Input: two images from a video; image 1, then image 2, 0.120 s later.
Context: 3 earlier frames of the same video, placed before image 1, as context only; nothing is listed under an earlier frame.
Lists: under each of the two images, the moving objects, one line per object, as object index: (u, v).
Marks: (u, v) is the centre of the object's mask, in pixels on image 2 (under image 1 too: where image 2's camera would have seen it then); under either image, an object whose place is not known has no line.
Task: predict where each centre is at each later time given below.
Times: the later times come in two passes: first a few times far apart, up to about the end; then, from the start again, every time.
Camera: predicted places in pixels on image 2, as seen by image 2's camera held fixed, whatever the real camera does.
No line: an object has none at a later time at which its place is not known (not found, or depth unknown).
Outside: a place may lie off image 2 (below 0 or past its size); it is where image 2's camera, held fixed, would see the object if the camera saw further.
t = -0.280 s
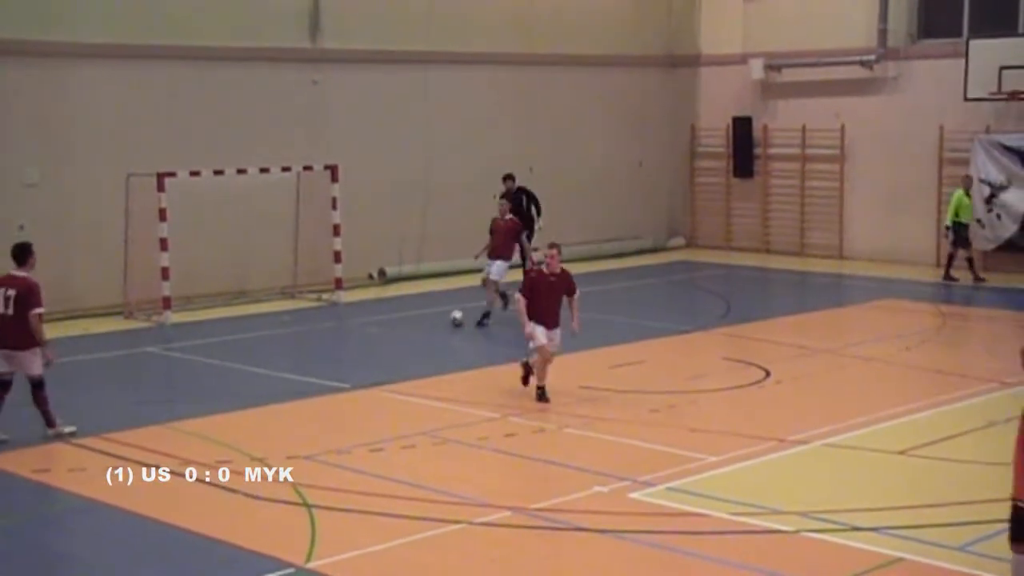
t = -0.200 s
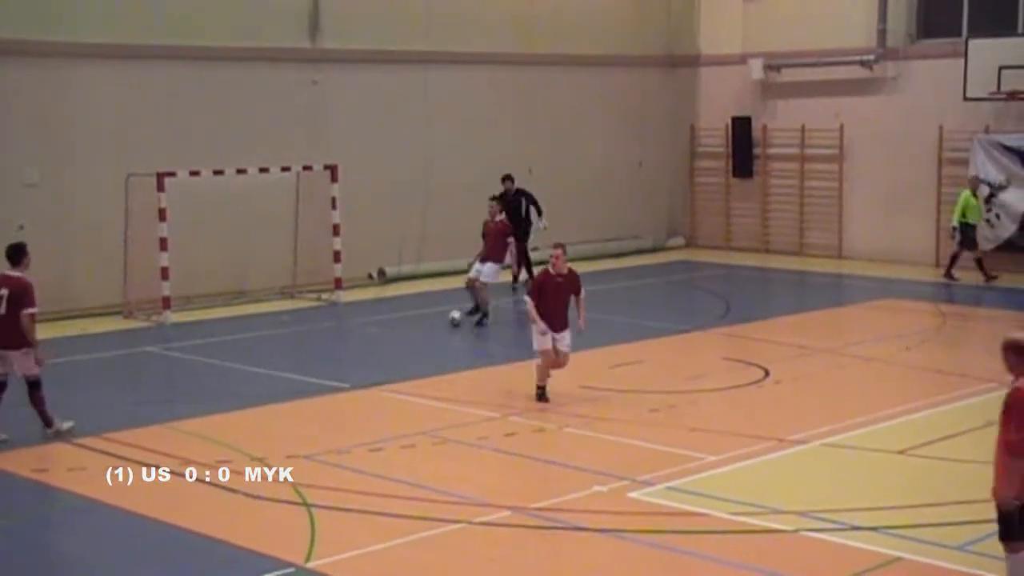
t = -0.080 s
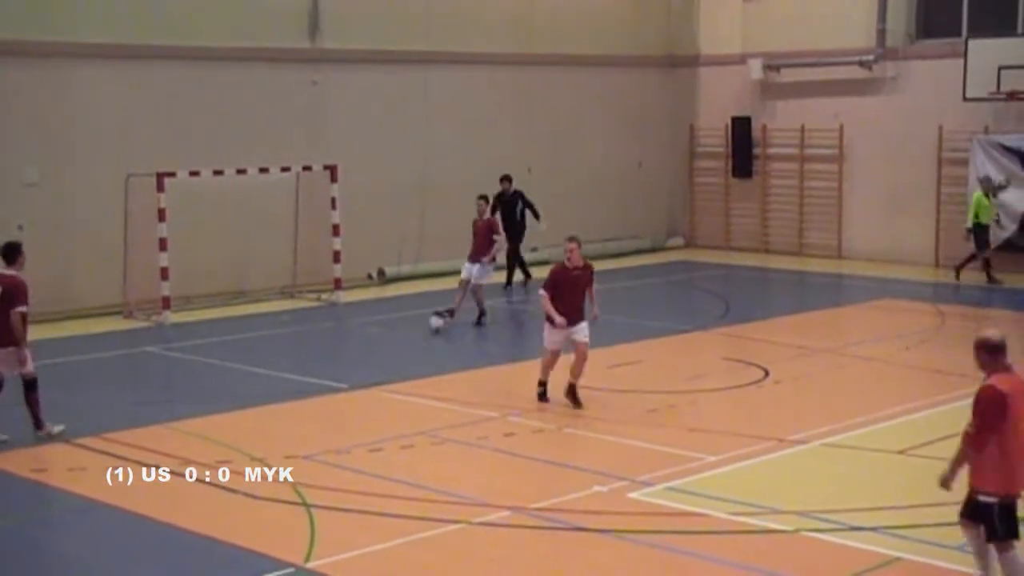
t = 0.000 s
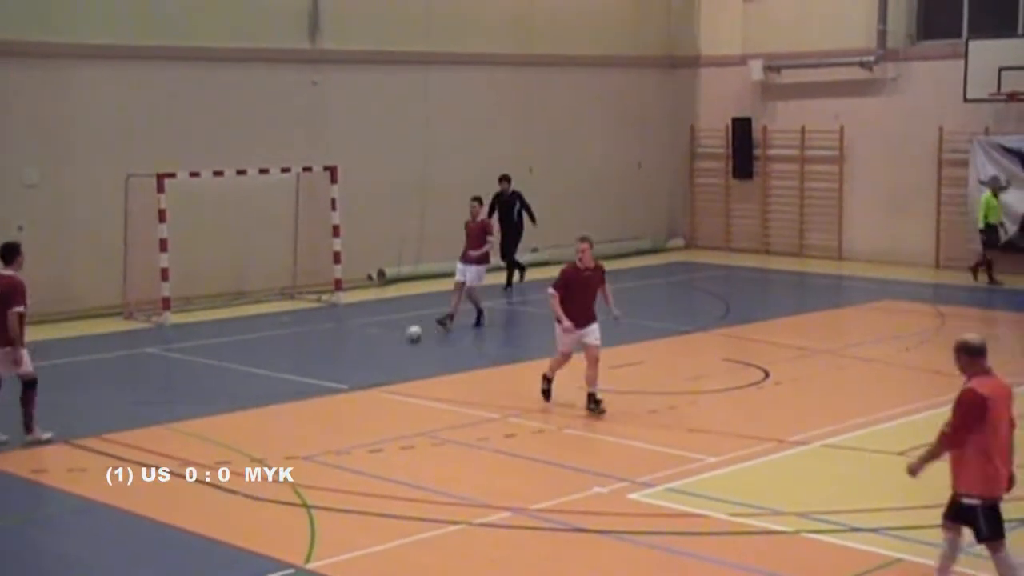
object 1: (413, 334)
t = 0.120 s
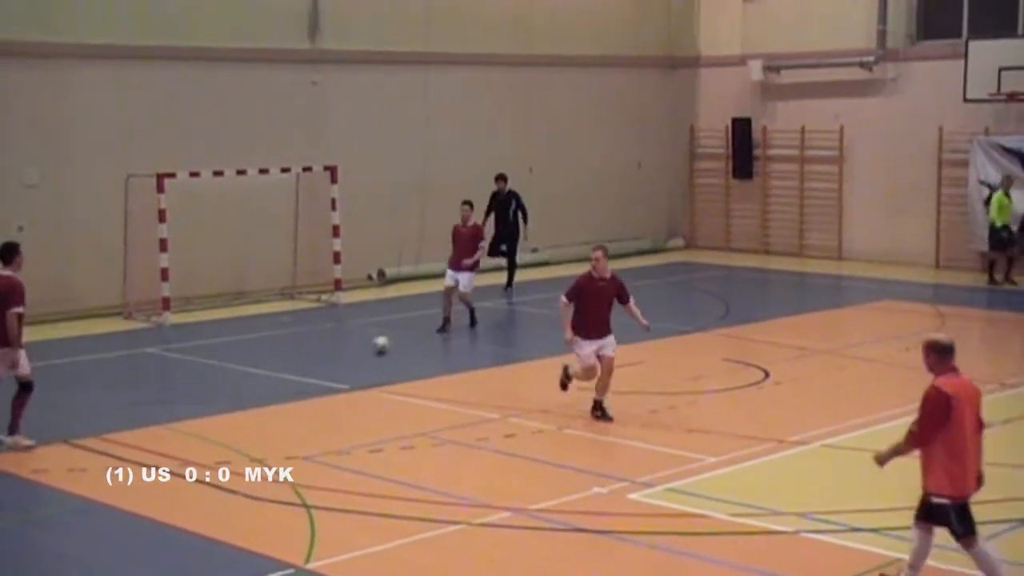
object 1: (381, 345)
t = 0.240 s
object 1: (346, 357)
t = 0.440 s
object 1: (291, 377)
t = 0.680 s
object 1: (223, 401)
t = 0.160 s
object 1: (369, 349)
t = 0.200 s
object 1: (358, 353)
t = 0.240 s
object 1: (346, 357)
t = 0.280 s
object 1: (337, 360)
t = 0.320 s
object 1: (325, 365)
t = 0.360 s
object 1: (314, 369)
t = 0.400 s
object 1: (302, 373)
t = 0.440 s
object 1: (291, 377)
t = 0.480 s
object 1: (280, 381)
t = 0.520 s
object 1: (268, 384)
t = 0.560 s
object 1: (256, 389)
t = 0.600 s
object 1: (246, 393)
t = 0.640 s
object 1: (234, 397)
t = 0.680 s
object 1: (223, 401)
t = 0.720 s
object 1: (211, 404)
